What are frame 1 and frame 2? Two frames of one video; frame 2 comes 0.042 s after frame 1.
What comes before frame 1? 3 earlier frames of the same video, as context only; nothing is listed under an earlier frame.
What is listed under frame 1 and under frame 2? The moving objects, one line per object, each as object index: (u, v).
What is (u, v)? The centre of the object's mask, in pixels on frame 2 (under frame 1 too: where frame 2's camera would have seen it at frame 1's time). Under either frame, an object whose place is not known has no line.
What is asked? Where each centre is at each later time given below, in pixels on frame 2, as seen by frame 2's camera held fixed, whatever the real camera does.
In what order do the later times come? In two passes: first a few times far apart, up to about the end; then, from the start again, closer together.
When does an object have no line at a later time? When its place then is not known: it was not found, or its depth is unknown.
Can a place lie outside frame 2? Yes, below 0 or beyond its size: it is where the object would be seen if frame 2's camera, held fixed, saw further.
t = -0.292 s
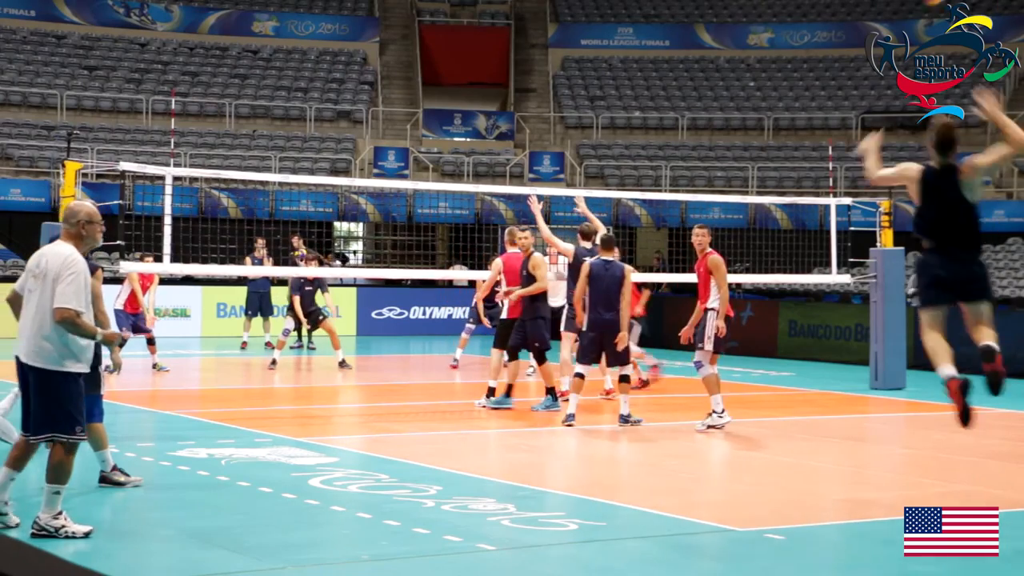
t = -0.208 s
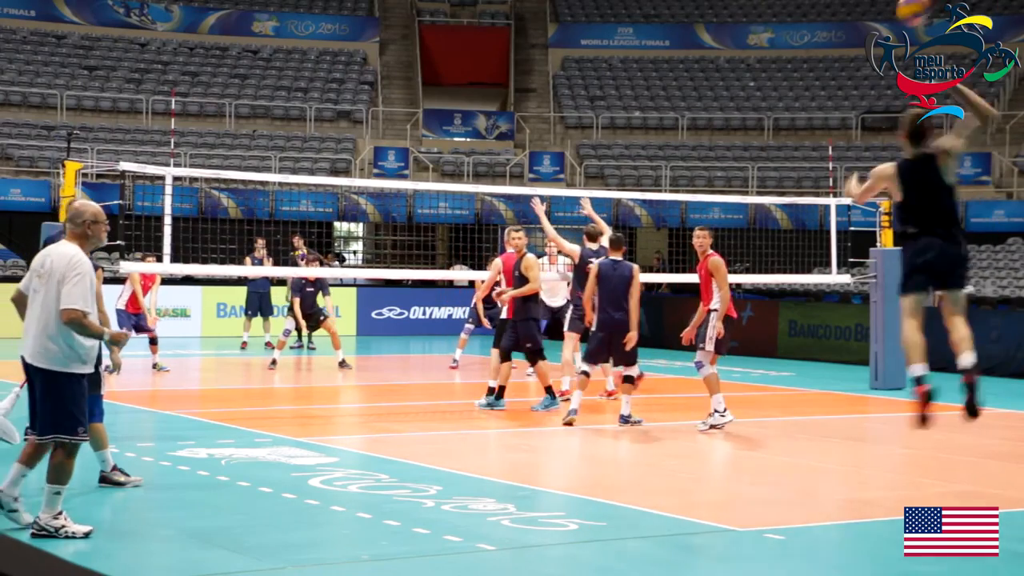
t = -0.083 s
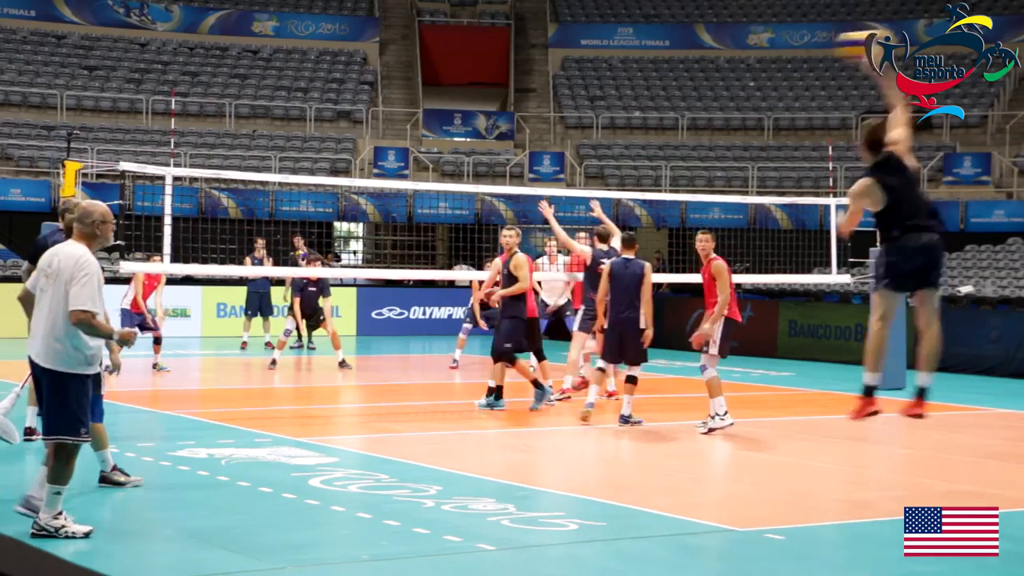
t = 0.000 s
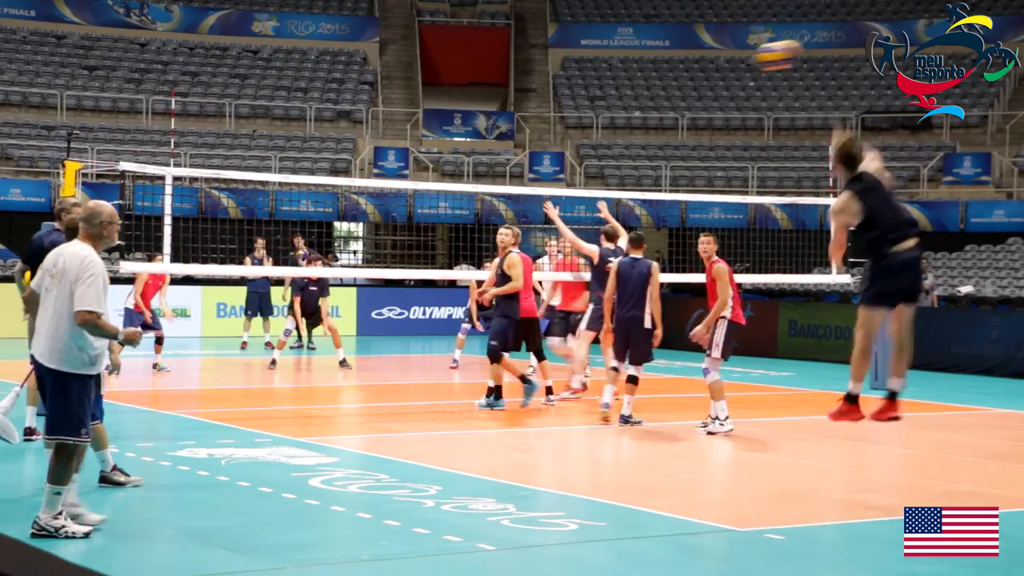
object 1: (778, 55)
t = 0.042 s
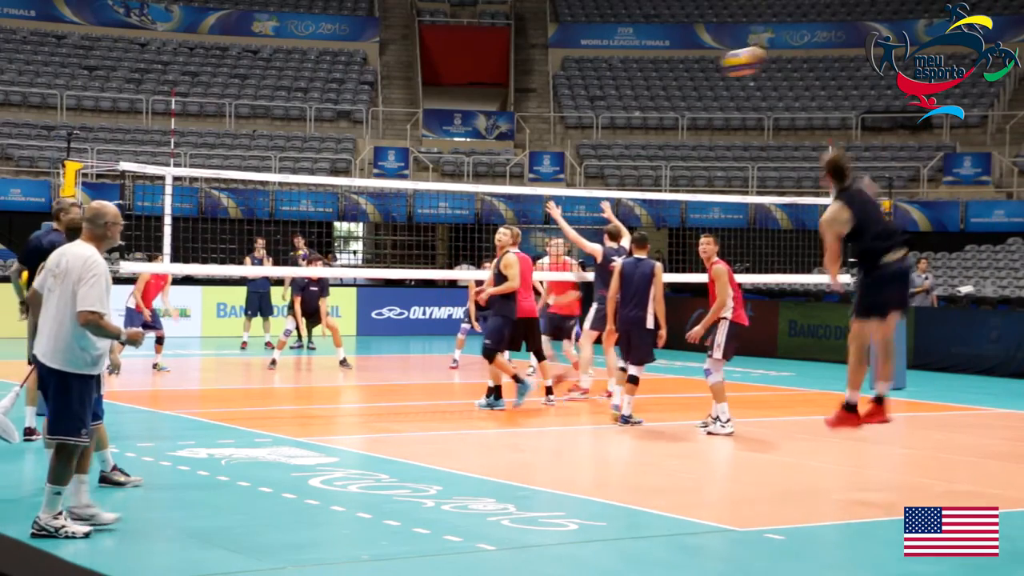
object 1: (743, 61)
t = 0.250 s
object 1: (627, 105)
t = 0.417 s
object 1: (570, 160)
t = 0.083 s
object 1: (714, 69)
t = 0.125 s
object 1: (688, 76)
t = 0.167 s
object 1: (664, 85)
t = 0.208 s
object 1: (645, 95)
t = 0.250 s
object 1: (627, 105)
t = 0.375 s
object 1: (584, 144)
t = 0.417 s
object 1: (570, 160)
